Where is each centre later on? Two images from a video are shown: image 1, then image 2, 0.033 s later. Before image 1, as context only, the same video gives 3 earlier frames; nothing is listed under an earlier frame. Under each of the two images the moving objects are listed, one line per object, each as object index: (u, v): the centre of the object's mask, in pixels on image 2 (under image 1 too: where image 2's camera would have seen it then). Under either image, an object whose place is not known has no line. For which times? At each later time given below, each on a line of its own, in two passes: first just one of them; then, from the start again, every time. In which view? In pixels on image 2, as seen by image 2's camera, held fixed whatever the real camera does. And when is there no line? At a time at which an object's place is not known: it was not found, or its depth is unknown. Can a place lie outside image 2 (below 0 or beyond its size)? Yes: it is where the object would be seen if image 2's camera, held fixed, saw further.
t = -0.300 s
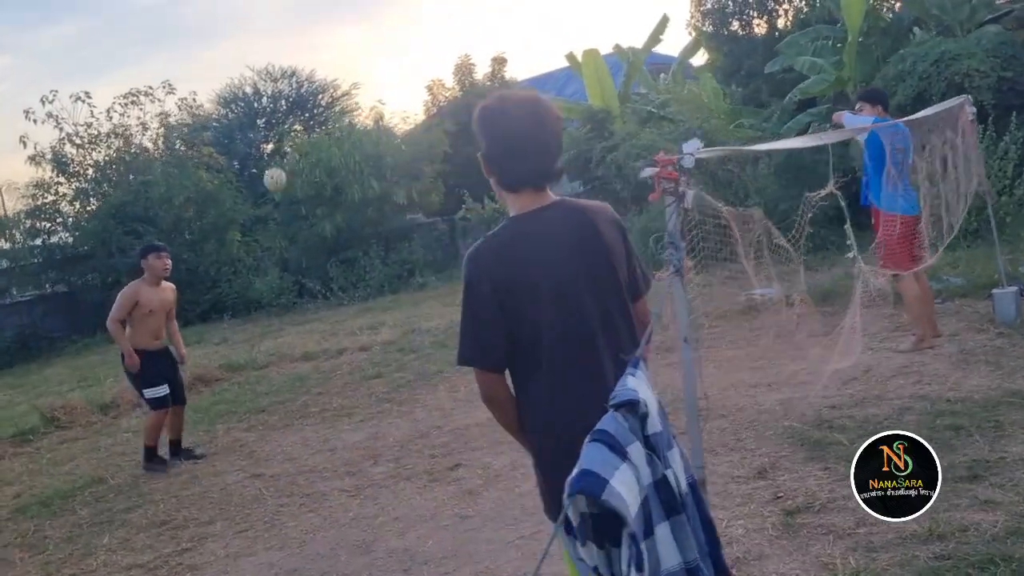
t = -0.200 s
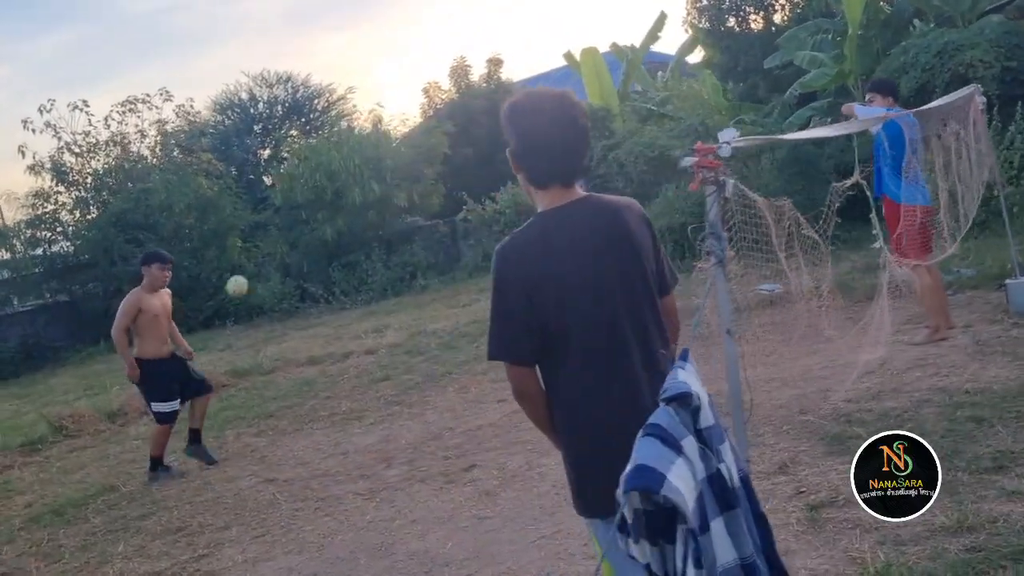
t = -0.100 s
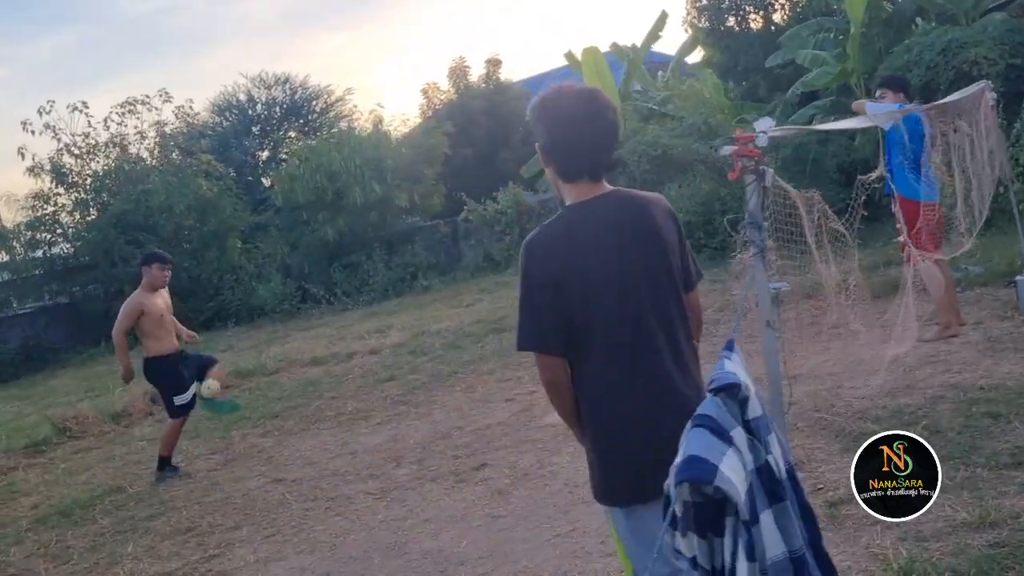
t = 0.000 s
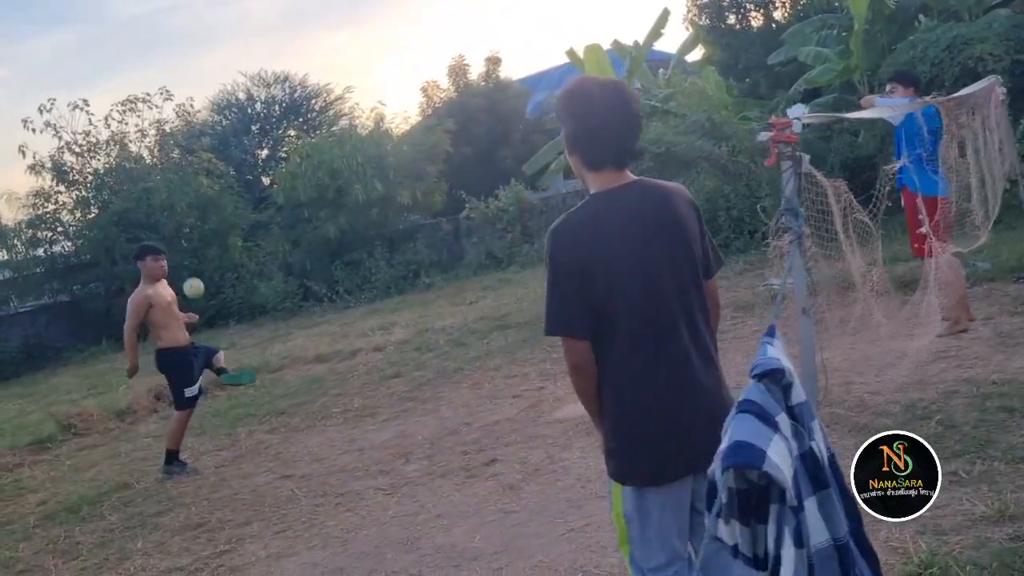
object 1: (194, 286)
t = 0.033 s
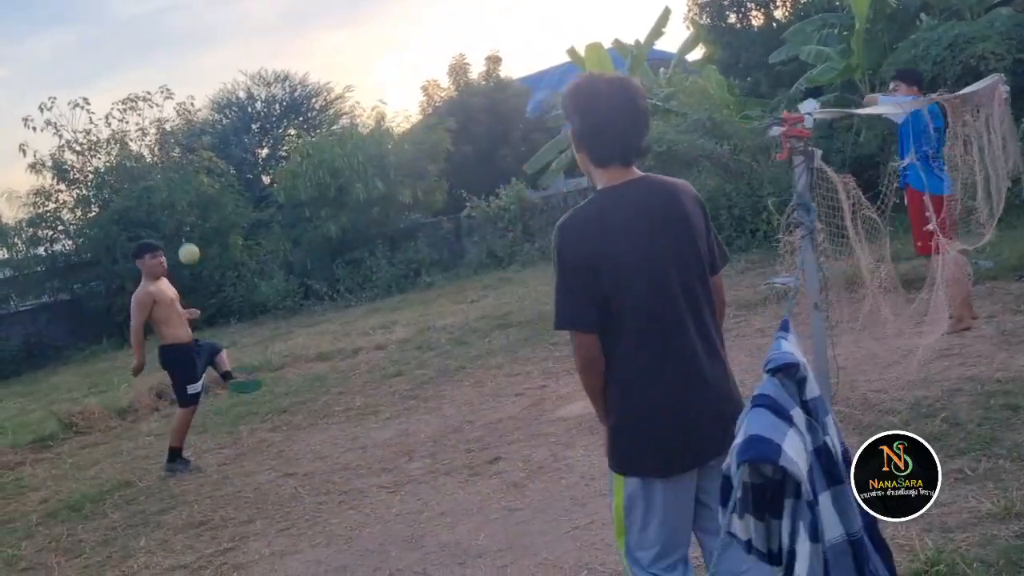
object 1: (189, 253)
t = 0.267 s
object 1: (159, 68)
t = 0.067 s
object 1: (183, 222)
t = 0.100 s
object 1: (178, 193)
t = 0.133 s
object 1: (173, 163)
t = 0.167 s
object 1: (168, 137)
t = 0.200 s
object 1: (165, 113)
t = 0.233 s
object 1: (162, 89)
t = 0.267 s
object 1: (159, 68)
